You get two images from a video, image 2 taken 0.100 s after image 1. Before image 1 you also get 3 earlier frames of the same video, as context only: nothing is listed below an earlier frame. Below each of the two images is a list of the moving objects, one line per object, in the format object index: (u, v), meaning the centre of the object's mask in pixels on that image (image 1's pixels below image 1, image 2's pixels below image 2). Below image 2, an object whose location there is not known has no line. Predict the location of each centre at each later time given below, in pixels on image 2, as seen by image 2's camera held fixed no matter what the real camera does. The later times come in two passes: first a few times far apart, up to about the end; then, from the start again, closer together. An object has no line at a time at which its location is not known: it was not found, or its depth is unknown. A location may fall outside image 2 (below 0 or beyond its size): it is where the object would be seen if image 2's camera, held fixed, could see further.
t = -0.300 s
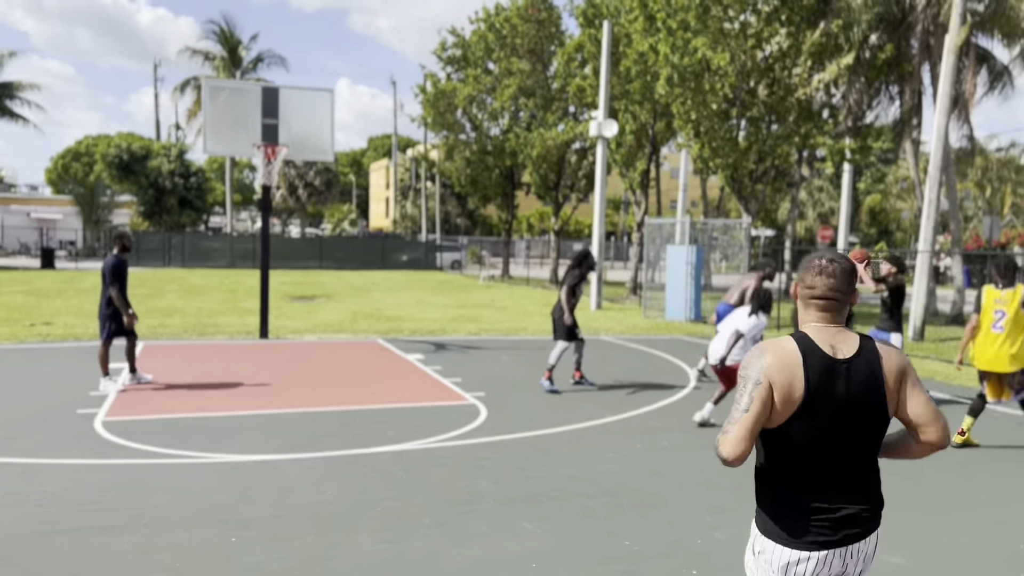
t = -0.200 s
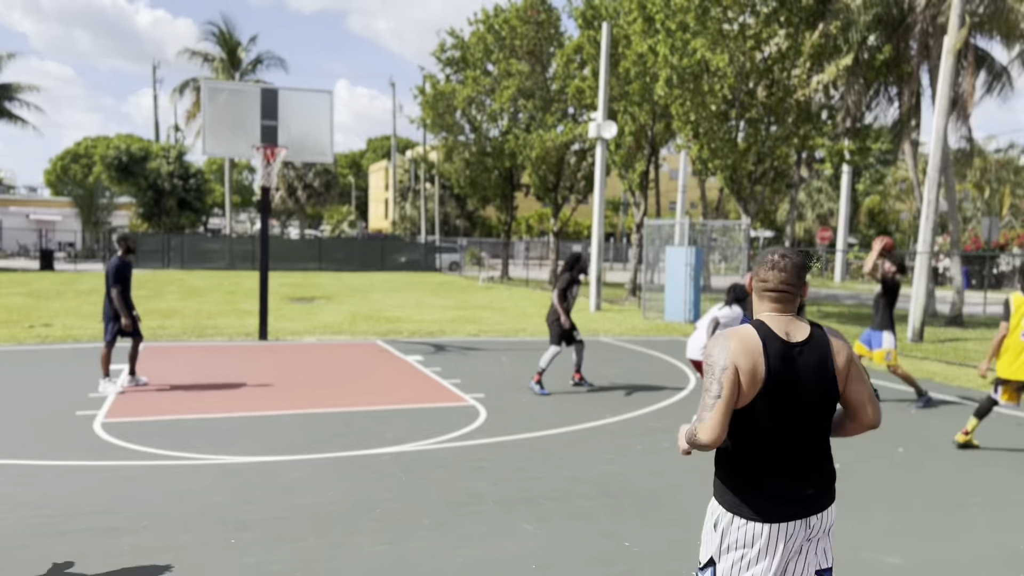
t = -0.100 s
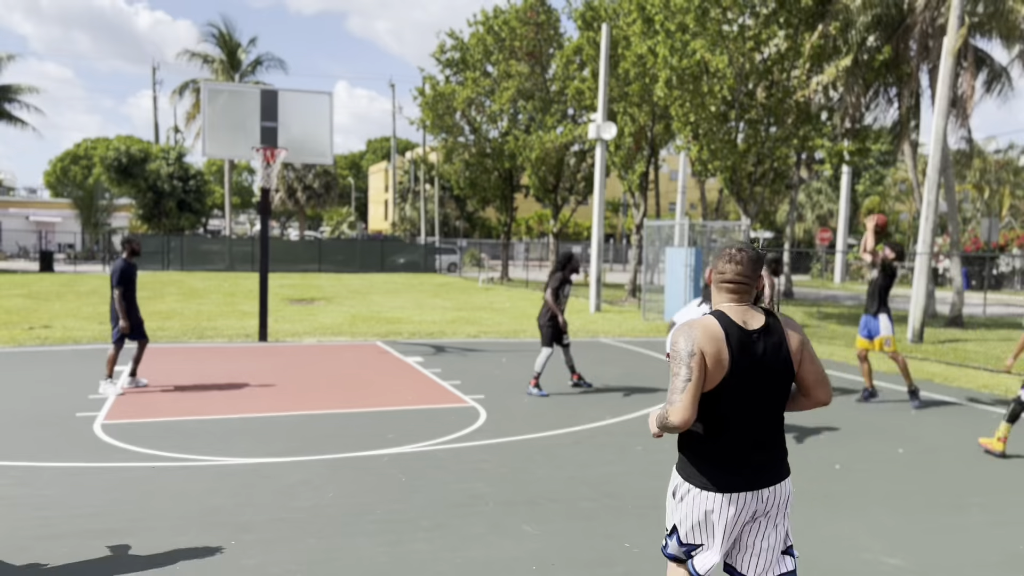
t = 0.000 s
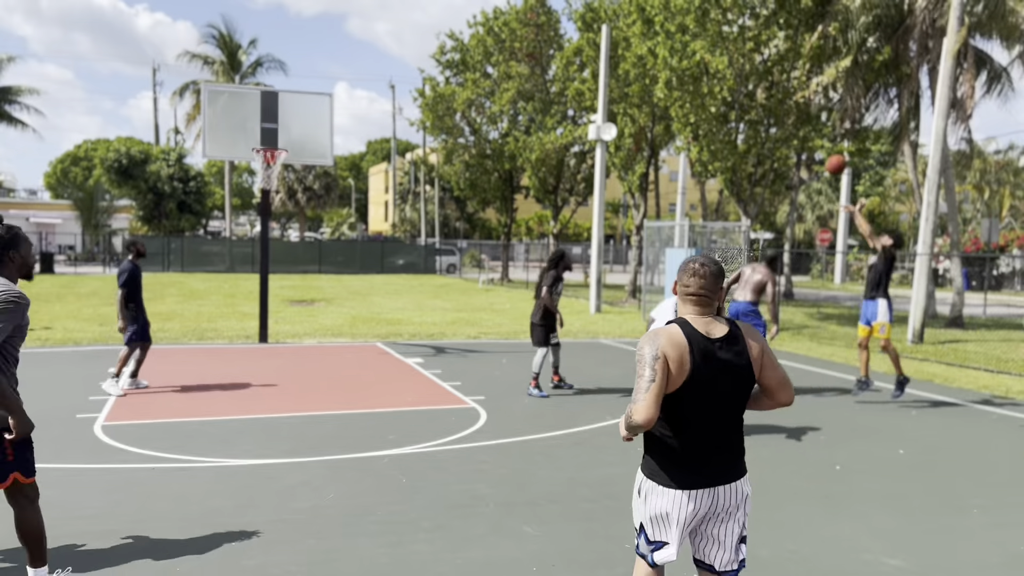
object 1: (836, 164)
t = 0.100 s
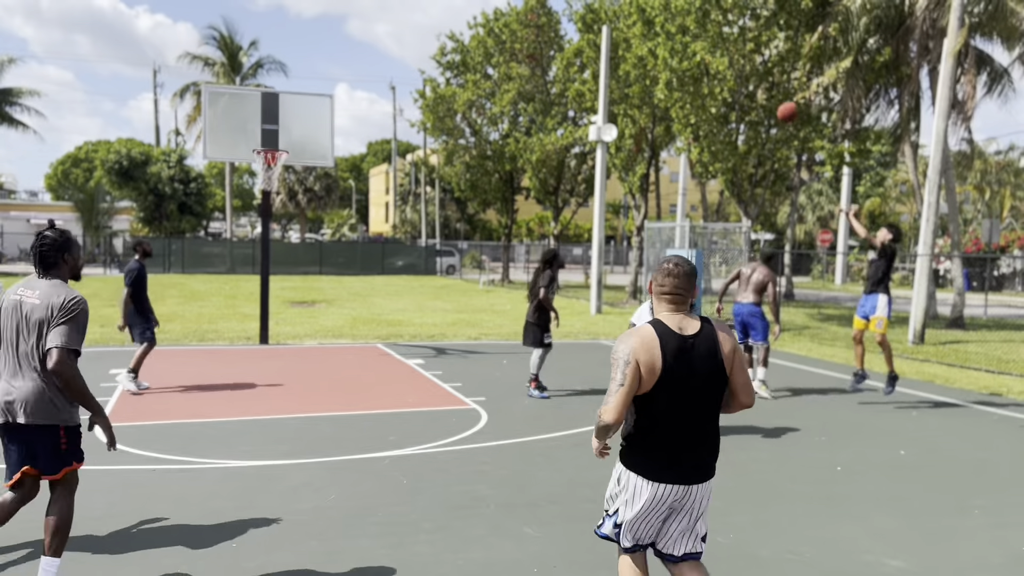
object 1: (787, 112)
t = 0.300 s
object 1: (694, 34)
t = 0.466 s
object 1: (620, 1)
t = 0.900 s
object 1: (442, 3)
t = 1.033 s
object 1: (391, 32)
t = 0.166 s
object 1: (756, 82)
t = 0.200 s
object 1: (740, 68)
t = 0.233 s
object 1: (725, 56)
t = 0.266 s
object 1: (709, 44)
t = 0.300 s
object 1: (694, 34)
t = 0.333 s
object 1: (679, 25)
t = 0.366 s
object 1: (664, 16)
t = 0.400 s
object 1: (649, 9)
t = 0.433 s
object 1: (635, 4)
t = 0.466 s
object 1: (620, 1)
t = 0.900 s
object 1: (442, 3)
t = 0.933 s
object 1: (429, 9)
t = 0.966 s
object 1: (416, 16)
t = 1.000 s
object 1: (404, 24)
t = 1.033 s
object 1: (391, 32)
